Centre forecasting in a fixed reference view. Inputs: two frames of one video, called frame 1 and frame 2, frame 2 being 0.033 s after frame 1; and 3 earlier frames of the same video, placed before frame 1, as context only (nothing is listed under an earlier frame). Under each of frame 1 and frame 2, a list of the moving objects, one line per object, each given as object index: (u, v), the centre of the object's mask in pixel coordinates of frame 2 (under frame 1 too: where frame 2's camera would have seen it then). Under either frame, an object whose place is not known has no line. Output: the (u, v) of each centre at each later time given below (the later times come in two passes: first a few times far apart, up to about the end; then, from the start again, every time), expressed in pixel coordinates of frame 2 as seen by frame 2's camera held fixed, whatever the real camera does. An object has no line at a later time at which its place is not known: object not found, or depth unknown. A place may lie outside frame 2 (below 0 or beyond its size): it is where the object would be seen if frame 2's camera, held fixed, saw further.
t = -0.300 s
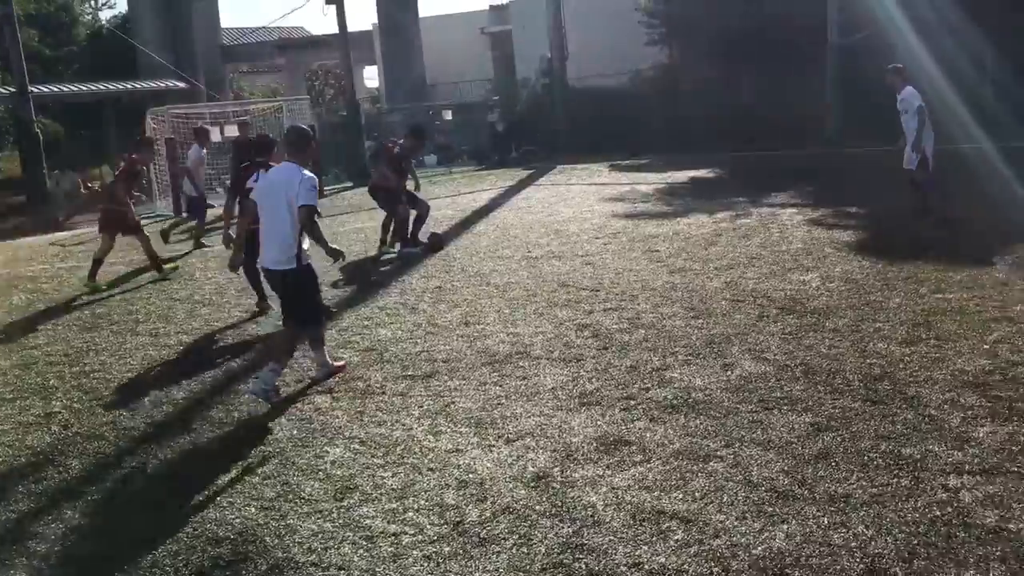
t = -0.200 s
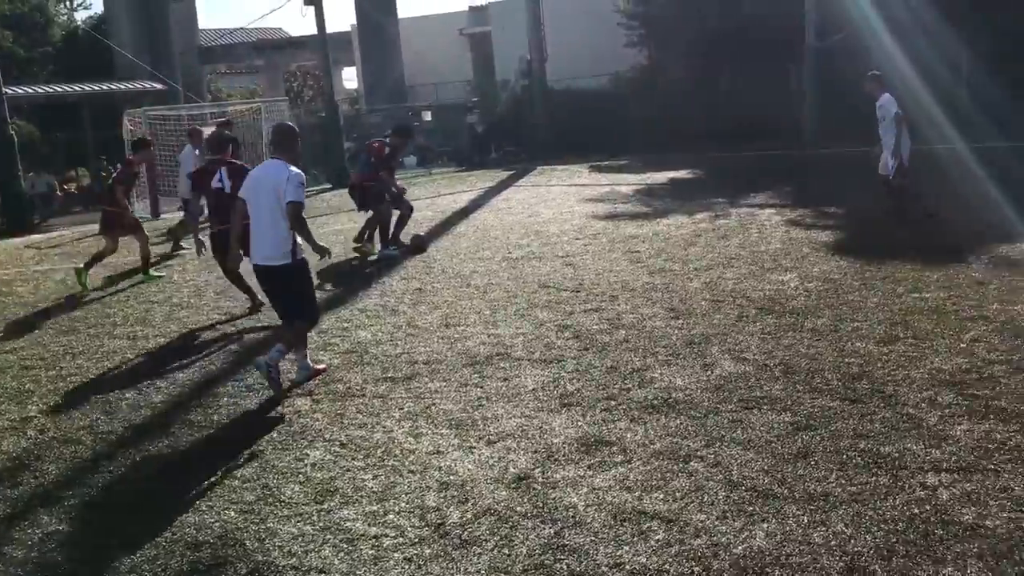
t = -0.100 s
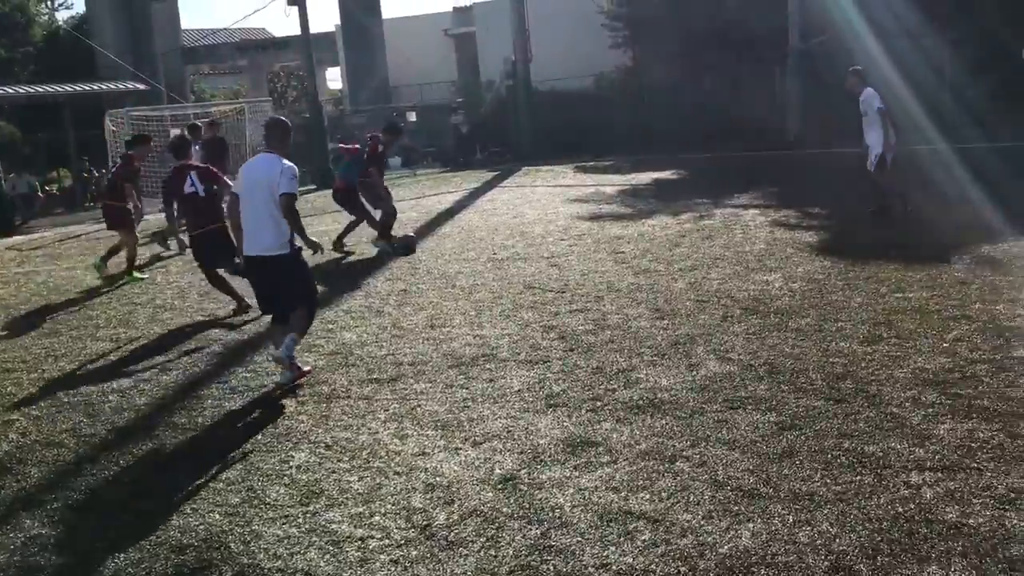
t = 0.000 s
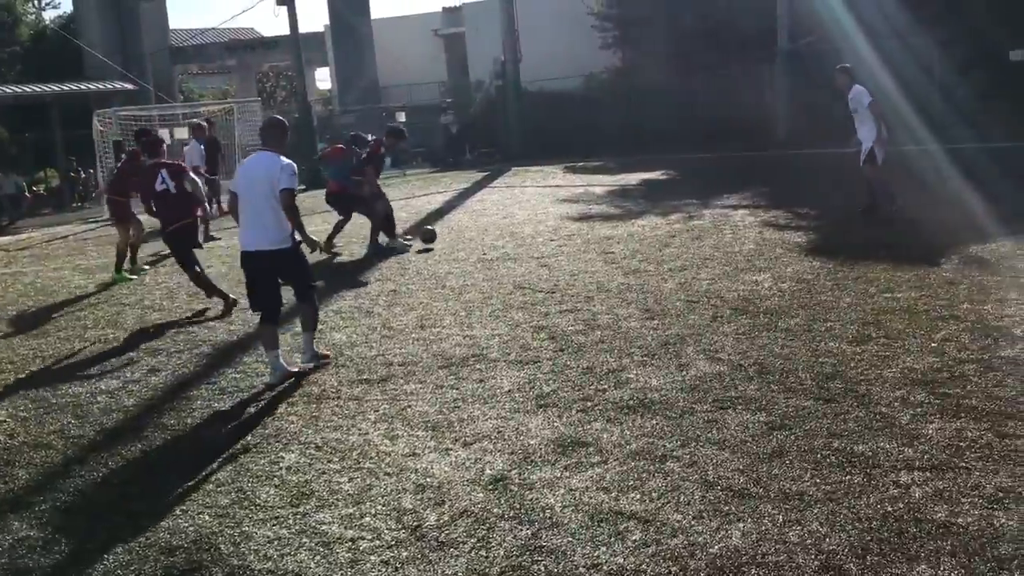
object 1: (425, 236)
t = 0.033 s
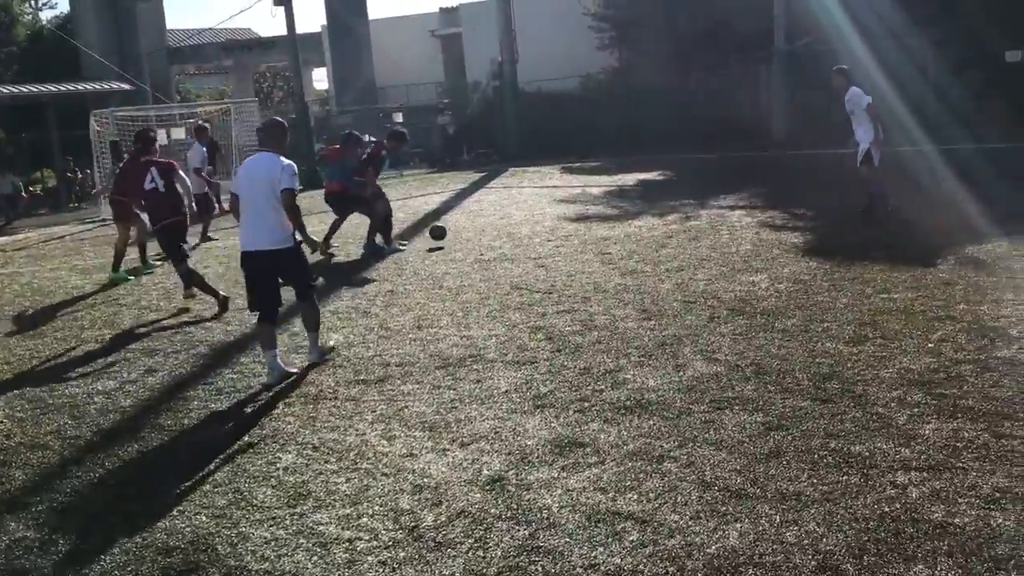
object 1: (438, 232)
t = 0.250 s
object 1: (511, 225)
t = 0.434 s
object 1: (555, 218)
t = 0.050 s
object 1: (444, 231)
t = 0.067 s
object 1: (451, 230)
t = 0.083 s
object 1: (457, 229)
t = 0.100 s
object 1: (463, 228)
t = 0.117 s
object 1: (469, 228)
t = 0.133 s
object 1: (475, 228)
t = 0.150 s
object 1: (481, 228)
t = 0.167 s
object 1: (487, 230)
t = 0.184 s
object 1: (494, 229)
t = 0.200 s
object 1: (498, 228)
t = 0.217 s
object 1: (502, 227)
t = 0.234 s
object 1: (506, 226)
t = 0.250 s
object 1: (511, 225)
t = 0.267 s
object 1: (515, 224)
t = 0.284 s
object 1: (520, 221)
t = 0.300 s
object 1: (525, 222)
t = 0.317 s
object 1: (529, 222)
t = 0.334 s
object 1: (533, 222)
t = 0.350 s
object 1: (537, 222)
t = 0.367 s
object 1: (541, 221)
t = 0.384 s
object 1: (544, 220)
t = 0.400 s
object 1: (548, 219)
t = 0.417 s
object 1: (551, 219)
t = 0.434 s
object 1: (555, 218)
